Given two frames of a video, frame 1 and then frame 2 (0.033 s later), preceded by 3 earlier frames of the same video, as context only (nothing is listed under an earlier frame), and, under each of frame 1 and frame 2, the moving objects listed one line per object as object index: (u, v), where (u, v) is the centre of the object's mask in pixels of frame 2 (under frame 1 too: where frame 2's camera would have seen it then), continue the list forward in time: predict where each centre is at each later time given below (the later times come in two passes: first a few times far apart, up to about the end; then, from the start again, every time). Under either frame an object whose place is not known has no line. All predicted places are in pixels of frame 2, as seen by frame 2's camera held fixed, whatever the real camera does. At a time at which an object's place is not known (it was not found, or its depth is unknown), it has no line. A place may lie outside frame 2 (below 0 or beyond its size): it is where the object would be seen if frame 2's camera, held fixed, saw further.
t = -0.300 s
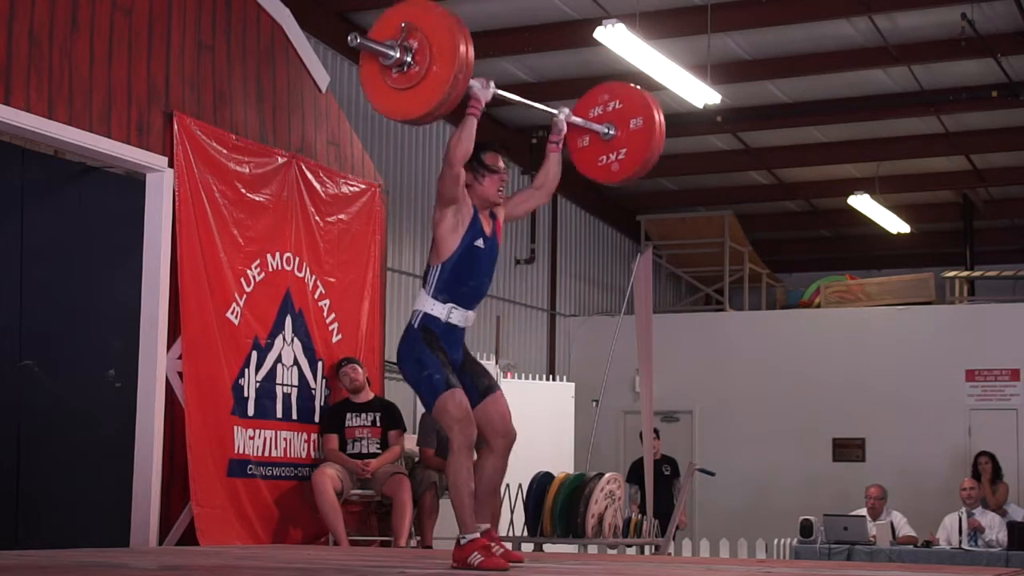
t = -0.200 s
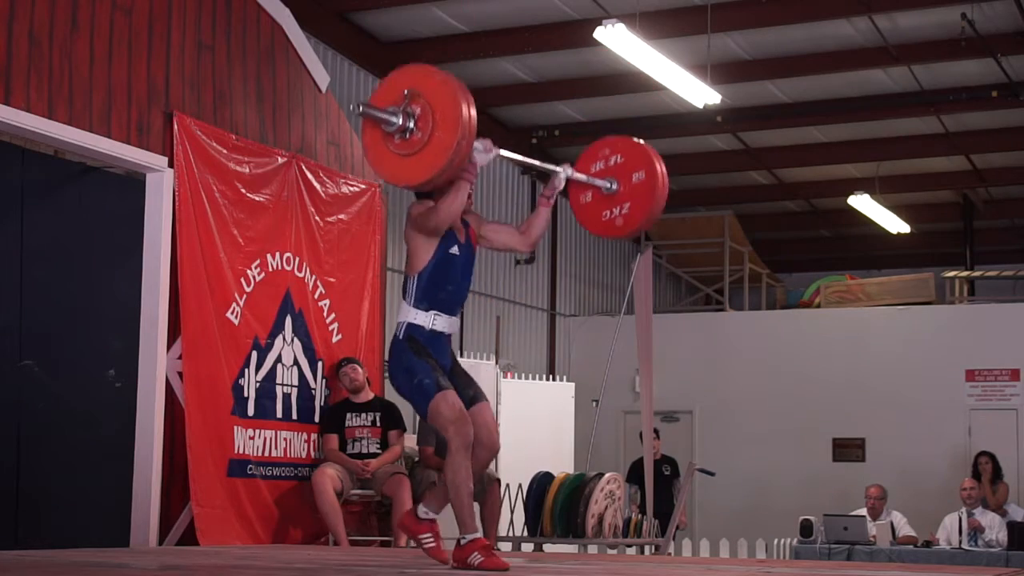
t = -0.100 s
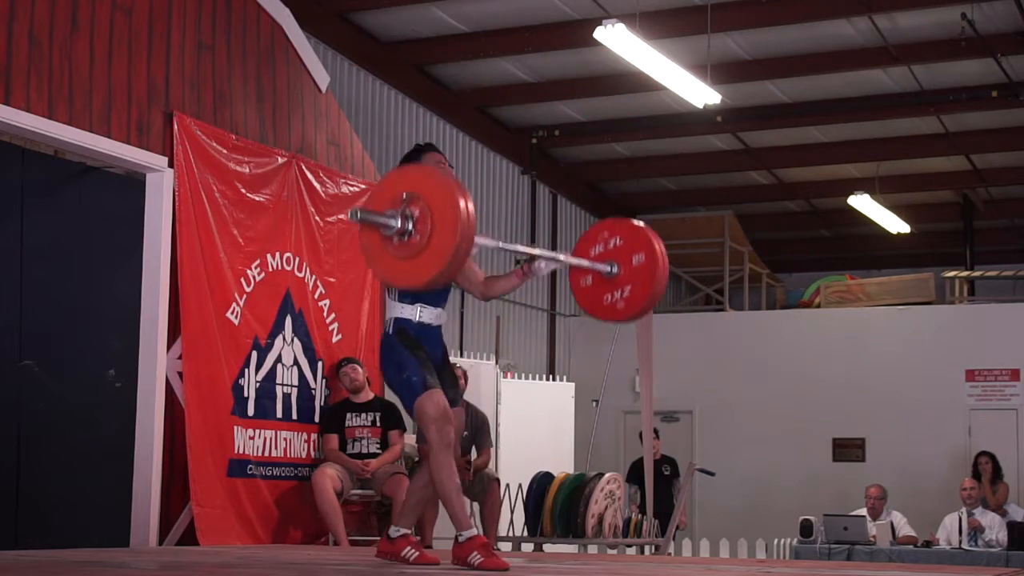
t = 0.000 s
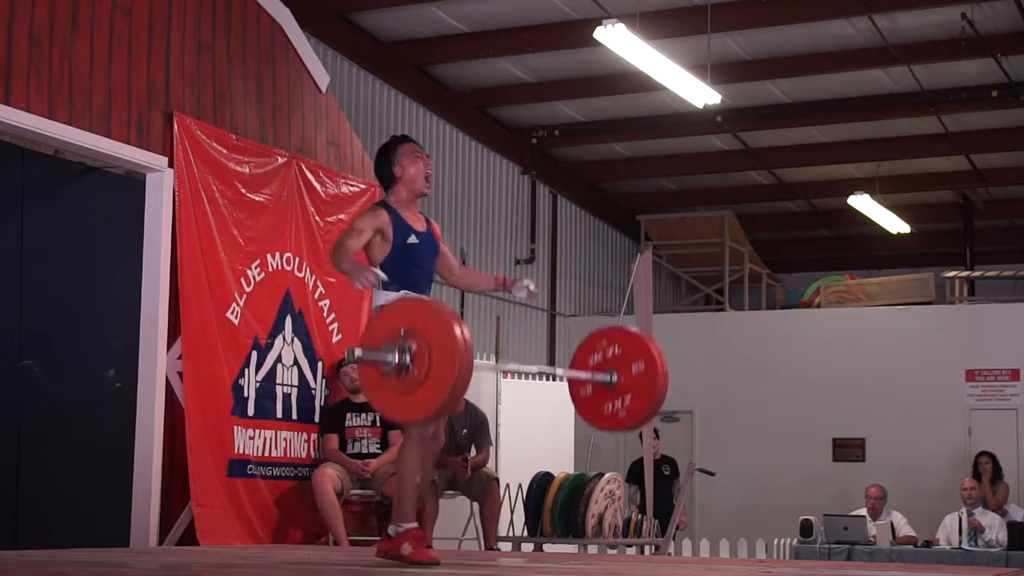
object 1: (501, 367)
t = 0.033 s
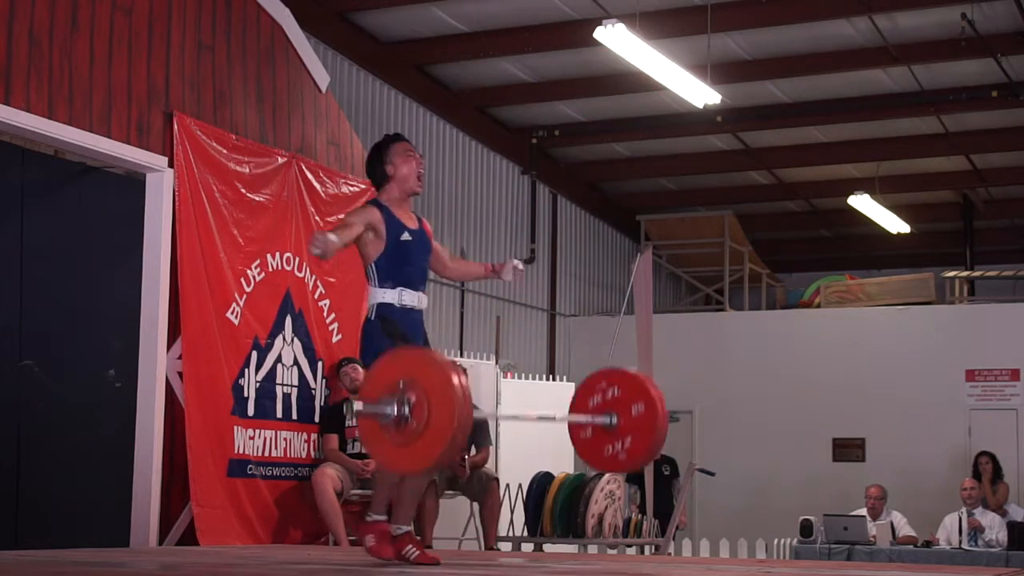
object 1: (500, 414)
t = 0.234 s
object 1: (500, 460)
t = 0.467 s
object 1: (505, 455)
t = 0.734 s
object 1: (505, 505)
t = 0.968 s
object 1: (504, 511)
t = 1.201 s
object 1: (505, 511)
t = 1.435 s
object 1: (505, 512)
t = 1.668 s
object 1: (506, 511)
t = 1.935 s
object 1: (505, 511)
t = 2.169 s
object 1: (505, 511)
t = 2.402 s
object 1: (505, 511)
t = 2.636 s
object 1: (505, 511)
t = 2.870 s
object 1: (505, 511)
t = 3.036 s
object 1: (505, 511)
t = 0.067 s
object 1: (499, 465)
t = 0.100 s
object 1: (499, 515)
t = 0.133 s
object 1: (497, 506)
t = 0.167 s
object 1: (499, 489)
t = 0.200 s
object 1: (499, 472)
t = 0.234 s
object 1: (500, 460)
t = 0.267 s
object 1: (501, 451)
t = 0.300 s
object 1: (501, 444)
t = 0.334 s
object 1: (502, 441)
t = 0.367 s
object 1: (503, 440)
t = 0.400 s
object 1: (504, 442)
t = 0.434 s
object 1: (504, 447)
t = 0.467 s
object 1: (505, 455)
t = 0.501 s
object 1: (506, 466)
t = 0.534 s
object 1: (505, 479)
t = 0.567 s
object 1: (506, 496)
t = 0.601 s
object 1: (505, 509)
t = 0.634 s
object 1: (505, 511)
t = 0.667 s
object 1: (506, 506)
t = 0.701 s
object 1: (506, 504)
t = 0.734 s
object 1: (505, 505)
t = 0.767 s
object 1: (505, 508)
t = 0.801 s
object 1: (505, 512)
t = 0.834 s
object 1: (504, 511)
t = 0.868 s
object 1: (505, 511)
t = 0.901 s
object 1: (504, 511)
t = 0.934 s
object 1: (505, 512)
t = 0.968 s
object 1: (504, 511)
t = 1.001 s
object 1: (504, 512)
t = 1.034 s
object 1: (504, 511)
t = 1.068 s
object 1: (505, 512)
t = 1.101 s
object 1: (505, 511)
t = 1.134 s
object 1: (505, 511)
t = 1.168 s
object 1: (505, 511)
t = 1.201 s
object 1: (505, 511)
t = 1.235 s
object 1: (505, 511)
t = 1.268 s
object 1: (506, 511)
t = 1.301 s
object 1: (505, 511)
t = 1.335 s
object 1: (506, 511)
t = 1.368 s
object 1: (506, 512)
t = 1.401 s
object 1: (506, 511)
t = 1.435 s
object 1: (505, 512)
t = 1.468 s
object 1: (505, 511)
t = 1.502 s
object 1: (505, 511)
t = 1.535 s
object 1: (506, 511)
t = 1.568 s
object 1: (506, 511)
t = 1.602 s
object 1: (505, 511)
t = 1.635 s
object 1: (505, 512)
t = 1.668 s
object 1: (506, 511)
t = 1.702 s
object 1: (505, 511)
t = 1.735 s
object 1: (506, 511)
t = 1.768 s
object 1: (505, 512)
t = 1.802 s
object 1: (505, 511)
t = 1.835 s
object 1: (506, 511)
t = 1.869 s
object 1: (505, 511)
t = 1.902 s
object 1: (506, 511)
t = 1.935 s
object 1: (505, 511)
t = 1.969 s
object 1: (505, 511)
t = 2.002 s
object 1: (505, 511)
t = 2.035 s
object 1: (506, 511)
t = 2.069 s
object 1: (505, 511)
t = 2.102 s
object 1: (505, 511)
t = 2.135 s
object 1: (505, 511)
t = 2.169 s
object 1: (505, 511)
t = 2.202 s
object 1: (505, 511)
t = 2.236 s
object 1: (505, 511)
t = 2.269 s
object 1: (505, 511)
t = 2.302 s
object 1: (505, 511)
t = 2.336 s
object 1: (505, 511)
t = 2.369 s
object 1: (505, 511)
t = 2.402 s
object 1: (505, 511)
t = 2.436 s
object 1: (505, 511)
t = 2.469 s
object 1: (505, 511)
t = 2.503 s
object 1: (505, 511)
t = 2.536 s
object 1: (505, 511)
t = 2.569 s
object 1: (505, 512)
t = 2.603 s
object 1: (505, 511)
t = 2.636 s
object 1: (505, 511)
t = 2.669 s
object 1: (505, 511)
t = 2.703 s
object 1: (505, 511)
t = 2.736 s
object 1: (505, 511)
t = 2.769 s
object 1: (505, 511)
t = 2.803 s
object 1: (505, 511)
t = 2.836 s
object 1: (505, 511)
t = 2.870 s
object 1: (505, 511)
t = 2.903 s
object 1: (505, 511)
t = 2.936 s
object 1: (505, 511)
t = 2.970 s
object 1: (505, 511)
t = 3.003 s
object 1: (505, 511)
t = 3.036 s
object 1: (505, 511)
